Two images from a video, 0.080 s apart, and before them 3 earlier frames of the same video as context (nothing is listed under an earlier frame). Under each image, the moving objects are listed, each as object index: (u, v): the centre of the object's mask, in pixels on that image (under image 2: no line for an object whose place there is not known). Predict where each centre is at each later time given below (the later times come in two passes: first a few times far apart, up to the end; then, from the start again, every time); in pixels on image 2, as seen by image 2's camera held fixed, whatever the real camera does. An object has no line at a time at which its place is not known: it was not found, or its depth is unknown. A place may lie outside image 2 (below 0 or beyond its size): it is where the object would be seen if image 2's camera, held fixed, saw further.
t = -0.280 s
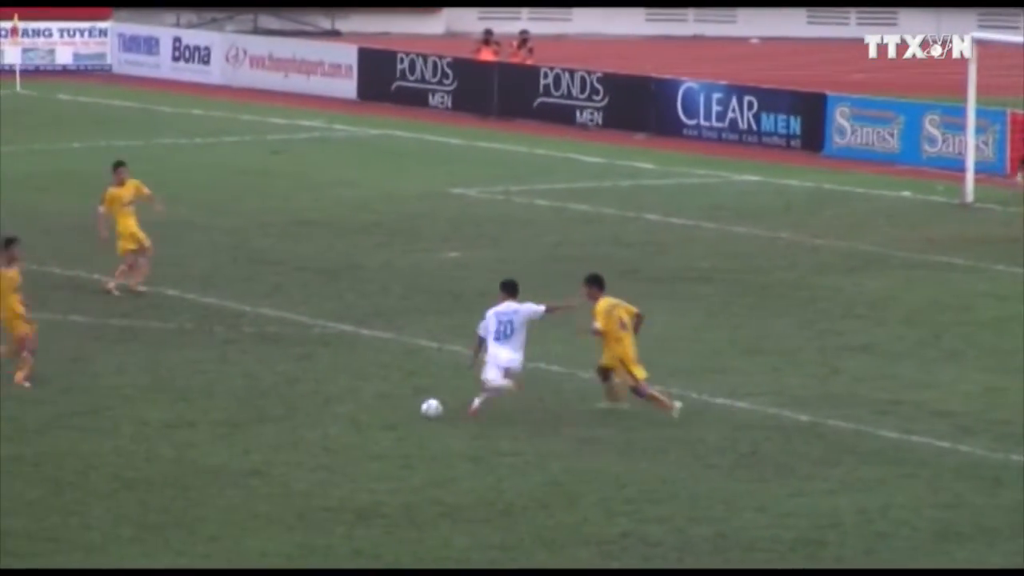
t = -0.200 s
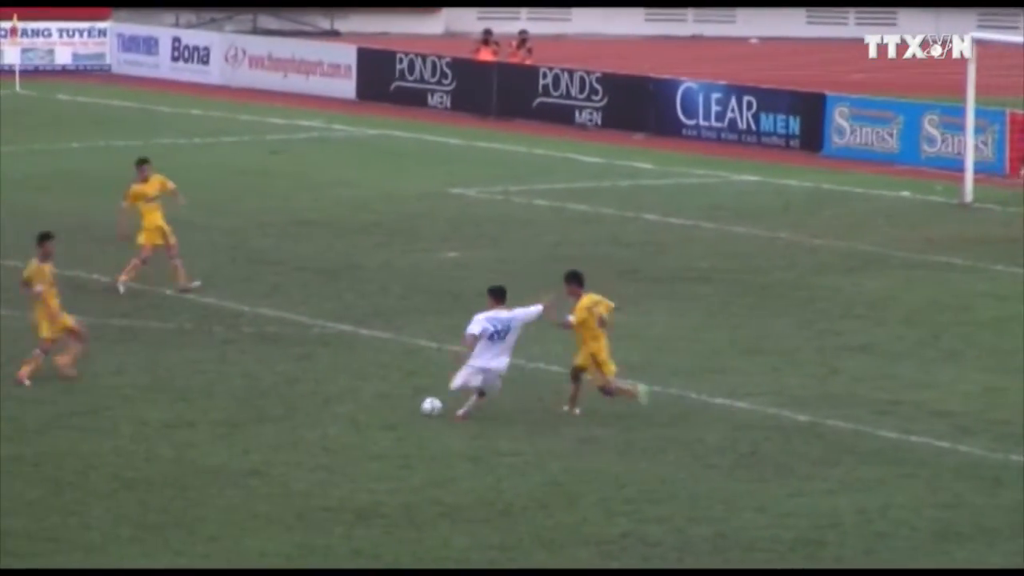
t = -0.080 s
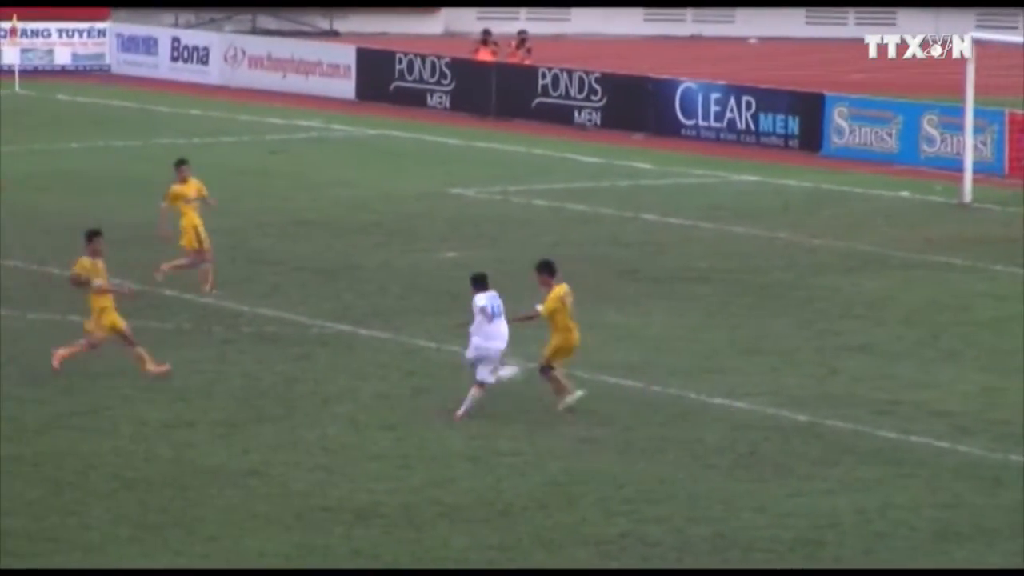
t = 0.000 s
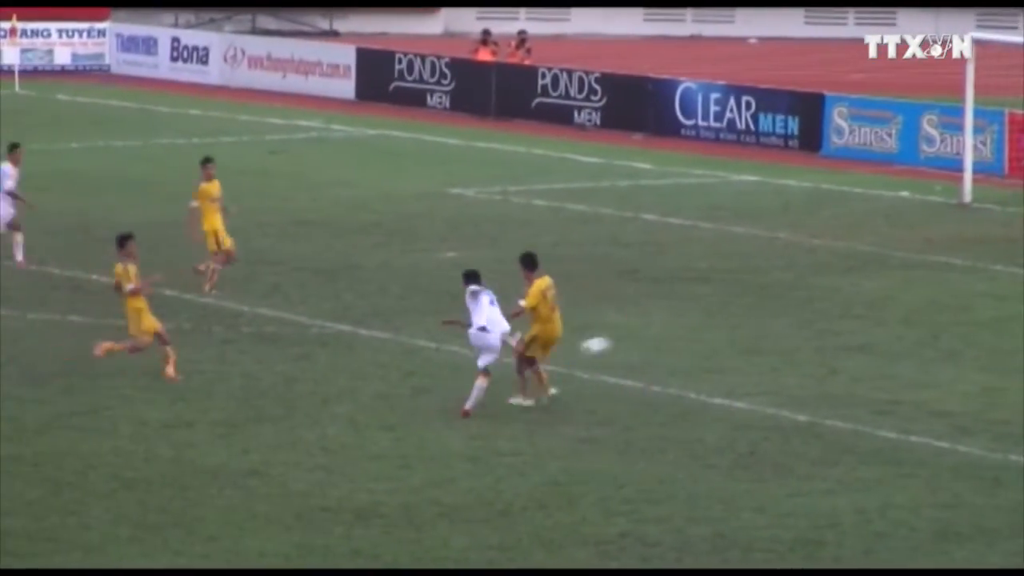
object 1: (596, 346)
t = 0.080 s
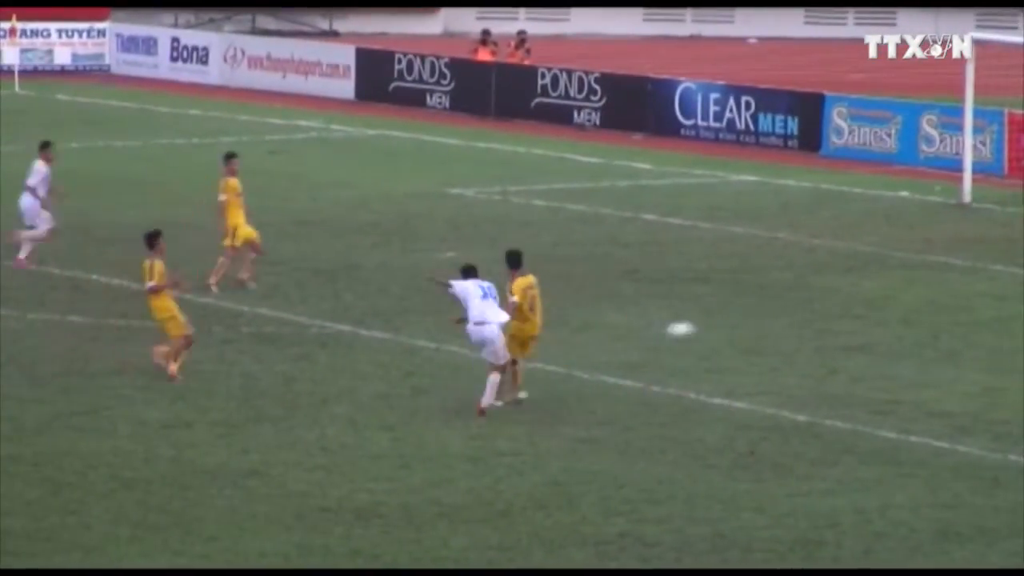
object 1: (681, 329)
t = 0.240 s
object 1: (831, 307)
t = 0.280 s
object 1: (861, 297)
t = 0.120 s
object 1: (720, 326)
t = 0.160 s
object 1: (761, 326)
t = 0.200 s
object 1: (798, 319)
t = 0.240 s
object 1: (831, 307)
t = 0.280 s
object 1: (861, 297)
